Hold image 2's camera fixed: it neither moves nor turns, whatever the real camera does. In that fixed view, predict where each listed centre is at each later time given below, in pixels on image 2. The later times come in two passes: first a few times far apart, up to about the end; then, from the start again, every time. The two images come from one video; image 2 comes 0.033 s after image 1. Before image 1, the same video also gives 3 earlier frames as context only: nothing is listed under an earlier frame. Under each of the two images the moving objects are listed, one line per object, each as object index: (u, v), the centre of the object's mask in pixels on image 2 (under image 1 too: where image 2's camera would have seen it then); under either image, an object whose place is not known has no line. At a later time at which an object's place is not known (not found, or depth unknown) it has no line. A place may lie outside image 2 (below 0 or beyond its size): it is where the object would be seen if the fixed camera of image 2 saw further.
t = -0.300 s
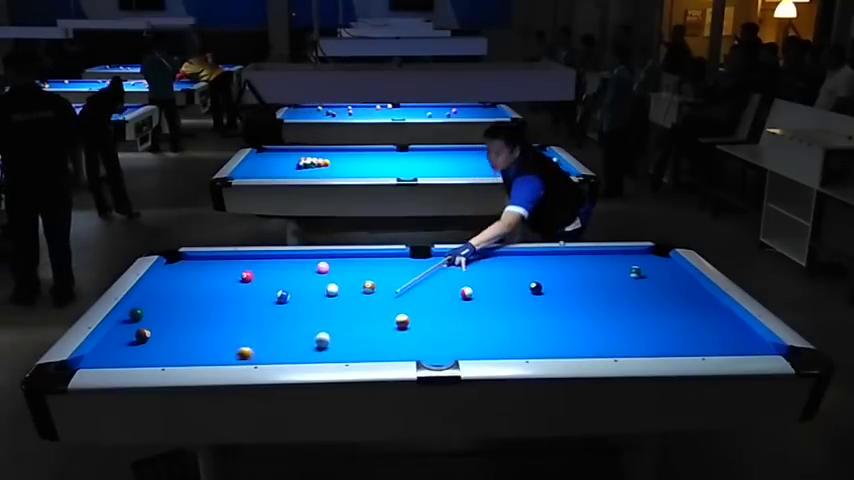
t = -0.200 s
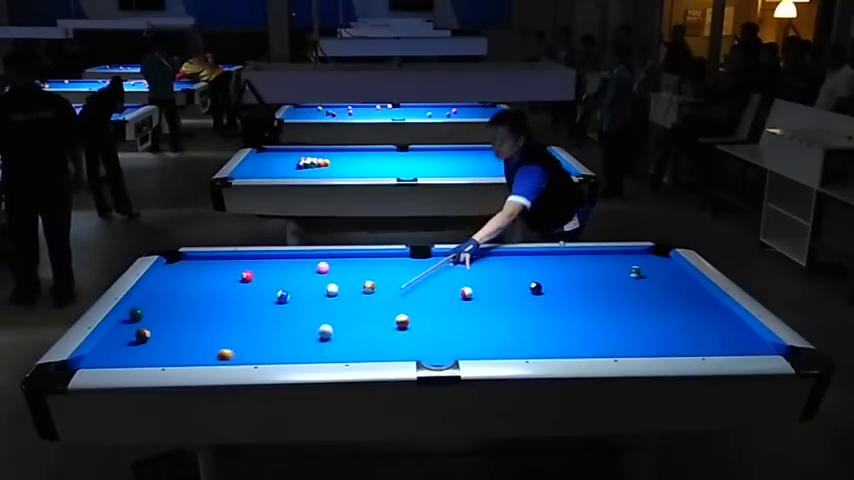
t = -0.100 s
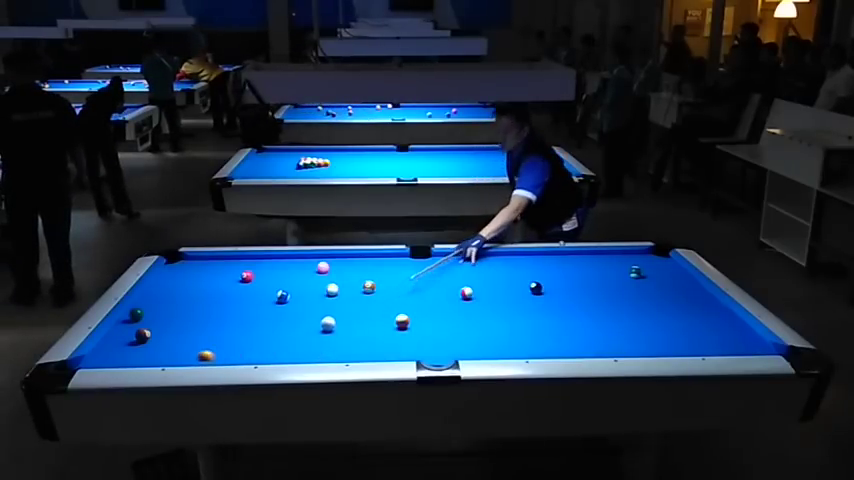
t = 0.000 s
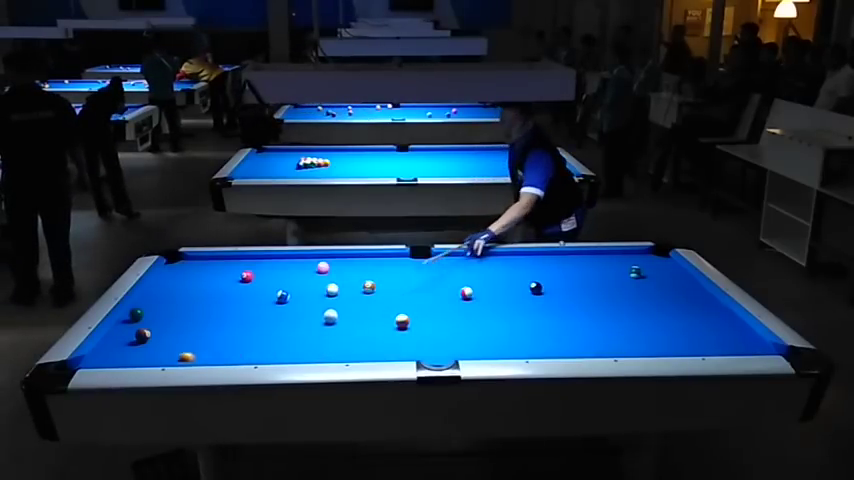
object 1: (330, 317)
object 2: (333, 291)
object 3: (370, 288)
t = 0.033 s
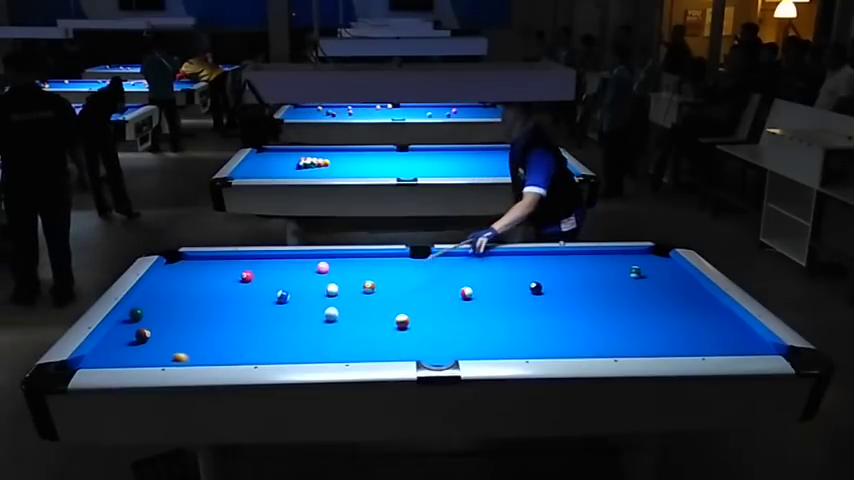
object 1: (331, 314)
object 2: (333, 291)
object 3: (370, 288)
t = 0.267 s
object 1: (336, 298)
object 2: (332, 288)
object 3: (370, 288)
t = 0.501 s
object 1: (347, 290)
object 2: (327, 284)
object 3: (370, 288)
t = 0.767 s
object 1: (358, 284)
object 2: (320, 278)
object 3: (374, 288)
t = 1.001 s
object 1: (361, 280)
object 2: (315, 273)
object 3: (381, 289)
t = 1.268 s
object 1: (364, 276)
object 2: (311, 268)
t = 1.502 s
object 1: (366, 273)
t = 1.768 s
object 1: (369, 270)
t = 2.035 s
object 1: (371, 267)
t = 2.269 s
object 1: (372, 265)
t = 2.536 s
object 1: (373, 263)
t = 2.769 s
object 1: (374, 262)
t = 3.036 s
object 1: (375, 260)
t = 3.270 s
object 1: (376, 259)
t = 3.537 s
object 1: (377, 259)
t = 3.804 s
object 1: (377, 259)
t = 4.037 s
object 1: (377, 259)
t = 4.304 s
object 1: (377, 259)
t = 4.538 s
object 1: (377, 259)
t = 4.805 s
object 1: (377, 259)
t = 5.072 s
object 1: (377, 259)
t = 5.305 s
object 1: (377, 259)
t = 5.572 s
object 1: (377, 259)
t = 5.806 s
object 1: (377, 259)
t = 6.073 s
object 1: (377, 259)
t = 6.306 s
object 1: (377, 259)
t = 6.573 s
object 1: (377, 259)
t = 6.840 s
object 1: (377, 259)
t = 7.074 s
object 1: (377, 259)
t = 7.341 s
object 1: (377, 259)
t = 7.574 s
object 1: (377, 259)
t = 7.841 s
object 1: (377, 259)
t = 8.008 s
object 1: (377, 259)
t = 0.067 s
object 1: (332, 311)
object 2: (332, 288)
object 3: (370, 288)
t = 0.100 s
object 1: (333, 309)
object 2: (332, 288)
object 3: (370, 288)
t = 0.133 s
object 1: (333, 307)
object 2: (332, 288)
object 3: (370, 288)
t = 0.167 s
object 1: (334, 305)
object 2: (332, 288)
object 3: (370, 288)
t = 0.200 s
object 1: (335, 303)
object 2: (332, 288)
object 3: (370, 288)
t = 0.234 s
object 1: (335, 301)
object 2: (332, 288)
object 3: (370, 288)
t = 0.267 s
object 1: (336, 298)
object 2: (332, 288)
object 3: (370, 288)
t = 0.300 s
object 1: (337, 297)
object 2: (331, 287)
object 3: (370, 288)
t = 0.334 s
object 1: (338, 295)
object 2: (331, 288)
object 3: (370, 288)
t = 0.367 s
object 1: (339, 293)
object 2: (330, 287)
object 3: (370, 288)
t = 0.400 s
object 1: (341, 292)
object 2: (330, 287)
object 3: (370, 288)
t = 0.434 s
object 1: (343, 292)
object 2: (329, 286)
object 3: (370, 288)
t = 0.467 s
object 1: (345, 291)
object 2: (328, 285)
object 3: (370, 288)
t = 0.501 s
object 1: (347, 290)
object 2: (327, 284)
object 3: (370, 288)
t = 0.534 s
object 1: (349, 289)
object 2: (326, 283)
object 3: (370, 288)
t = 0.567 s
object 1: (351, 288)
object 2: (325, 282)
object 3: (370, 288)
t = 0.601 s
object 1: (353, 288)
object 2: (324, 282)
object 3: (370, 288)
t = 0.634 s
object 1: (355, 287)
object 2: (323, 281)
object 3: (370, 288)
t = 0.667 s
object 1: (356, 286)
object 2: (323, 280)
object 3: (371, 288)
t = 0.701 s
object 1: (356, 286)
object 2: (322, 280)
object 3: (372, 288)
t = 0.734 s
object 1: (357, 285)
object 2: (321, 279)
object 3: (373, 288)
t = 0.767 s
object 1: (358, 284)
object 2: (320, 278)
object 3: (374, 288)
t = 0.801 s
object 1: (358, 284)
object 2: (319, 277)
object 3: (375, 288)
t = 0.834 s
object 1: (358, 283)
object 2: (319, 277)
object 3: (376, 288)
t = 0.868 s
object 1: (359, 283)
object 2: (318, 276)
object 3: (378, 289)
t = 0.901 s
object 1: (359, 282)
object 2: (317, 275)
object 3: (379, 289)
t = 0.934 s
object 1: (360, 281)
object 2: (317, 275)
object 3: (380, 289)
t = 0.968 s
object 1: (360, 281)
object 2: (316, 274)
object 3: (381, 289)
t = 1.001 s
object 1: (361, 280)
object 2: (315, 273)
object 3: (381, 289)
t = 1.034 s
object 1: (361, 280)
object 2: (315, 272)
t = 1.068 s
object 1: (361, 279)
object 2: (314, 272)
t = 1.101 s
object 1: (362, 279)
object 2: (313, 271)
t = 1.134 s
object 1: (362, 278)
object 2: (313, 271)
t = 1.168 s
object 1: (363, 278)
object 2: (312, 270)
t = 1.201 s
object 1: (363, 277)
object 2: (311, 270)
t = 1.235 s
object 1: (364, 277)
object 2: (311, 269)
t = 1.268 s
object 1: (364, 276)
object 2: (311, 268)
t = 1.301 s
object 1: (364, 276)
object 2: (310, 268)
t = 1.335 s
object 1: (365, 275)
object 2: (310, 267)
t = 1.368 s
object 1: (365, 275)
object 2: (309, 266)
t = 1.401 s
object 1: (365, 274)
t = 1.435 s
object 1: (366, 274)
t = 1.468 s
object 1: (366, 274)
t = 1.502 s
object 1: (366, 273)
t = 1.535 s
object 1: (367, 273)
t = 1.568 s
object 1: (367, 272)
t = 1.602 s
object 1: (367, 272)
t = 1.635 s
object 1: (368, 271)
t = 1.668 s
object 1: (368, 271)
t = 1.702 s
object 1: (368, 271)
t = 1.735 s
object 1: (369, 270)
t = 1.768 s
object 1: (369, 270)
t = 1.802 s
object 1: (369, 270)
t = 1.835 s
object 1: (369, 269)
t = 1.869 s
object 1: (370, 269)
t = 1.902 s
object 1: (370, 268)
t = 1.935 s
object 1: (370, 268)
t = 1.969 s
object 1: (370, 268)
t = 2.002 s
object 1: (370, 267)
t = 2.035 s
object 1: (371, 267)
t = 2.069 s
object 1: (371, 267)
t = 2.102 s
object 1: (371, 266)
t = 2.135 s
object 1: (371, 266)
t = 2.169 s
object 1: (372, 266)
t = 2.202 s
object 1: (372, 265)
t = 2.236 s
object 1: (372, 265)
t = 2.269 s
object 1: (372, 265)
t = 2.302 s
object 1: (372, 265)
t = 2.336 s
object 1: (372, 264)
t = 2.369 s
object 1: (373, 264)
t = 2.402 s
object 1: (373, 264)
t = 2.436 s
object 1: (373, 264)
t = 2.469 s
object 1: (373, 264)
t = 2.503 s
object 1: (373, 263)
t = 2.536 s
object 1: (373, 263)
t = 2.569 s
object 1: (374, 263)
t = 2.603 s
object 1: (374, 263)
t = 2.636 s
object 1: (374, 262)
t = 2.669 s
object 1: (374, 262)
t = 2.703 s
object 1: (374, 262)
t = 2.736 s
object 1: (374, 262)
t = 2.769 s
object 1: (374, 262)
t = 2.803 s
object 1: (374, 261)
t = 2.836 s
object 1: (375, 261)
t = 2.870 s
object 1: (375, 261)
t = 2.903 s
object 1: (375, 261)
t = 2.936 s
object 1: (375, 261)
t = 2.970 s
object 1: (375, 260)
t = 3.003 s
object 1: (375, 260)
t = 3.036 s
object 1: (375, 260)
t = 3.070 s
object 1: (376, 260)
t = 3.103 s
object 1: (376, 260)
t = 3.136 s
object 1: (376, 260)
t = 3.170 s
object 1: (376, 260)
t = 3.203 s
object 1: (376, 260)
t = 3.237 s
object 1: (376, 260)
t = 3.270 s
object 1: (376, 259)
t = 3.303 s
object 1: (376, 259)
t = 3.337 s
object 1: (376, 259)
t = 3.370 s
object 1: (376, 259)
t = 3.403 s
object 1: (376, 259)
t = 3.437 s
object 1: (376, 259)
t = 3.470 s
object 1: (376, 259)
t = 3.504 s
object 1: (377, 259)
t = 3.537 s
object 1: (377, 259)
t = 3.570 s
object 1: (377, 259)
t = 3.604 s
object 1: (377, 259)
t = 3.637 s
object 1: (377, 259)
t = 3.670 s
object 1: (377, 259)
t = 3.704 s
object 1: (377, 259)
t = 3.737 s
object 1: (377, 259)
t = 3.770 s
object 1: (377, 259)
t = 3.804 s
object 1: (377, 259)
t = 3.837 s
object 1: (377, 259)
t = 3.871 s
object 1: (377, 259)
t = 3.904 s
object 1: (377, 259)
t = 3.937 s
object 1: (377, 259)
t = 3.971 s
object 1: (377, 259)
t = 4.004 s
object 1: (377, 259)
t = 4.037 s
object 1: (377, 259)
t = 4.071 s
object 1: (377, 259)
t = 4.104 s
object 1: (377, 259)
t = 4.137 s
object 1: (377, 259)
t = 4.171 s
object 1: (377, 259)
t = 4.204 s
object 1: (377, 259)
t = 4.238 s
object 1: (377, 259)
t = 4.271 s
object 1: (377, 259)
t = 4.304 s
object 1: (377, 259)
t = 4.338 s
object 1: (377, 259)
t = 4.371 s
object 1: (377, 259)
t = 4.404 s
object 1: (377, 259)
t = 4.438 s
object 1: (377, 259)
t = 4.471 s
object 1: (377, 259)
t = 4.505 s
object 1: (377, 259)
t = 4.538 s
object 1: (377, 259)
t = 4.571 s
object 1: (377, 259)
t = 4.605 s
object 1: (377, 259)
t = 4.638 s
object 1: (377, 259)
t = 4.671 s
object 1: (377, 259)
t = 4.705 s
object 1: (377, 259)
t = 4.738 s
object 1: (377, 259)
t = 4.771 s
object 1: (377, 259)
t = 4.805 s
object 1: (377, 259)
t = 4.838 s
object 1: (377, 259)
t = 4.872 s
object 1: (377, 259)
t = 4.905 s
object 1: (377, 259)
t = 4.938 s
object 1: (377, 259)
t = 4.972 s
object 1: (377, 259)
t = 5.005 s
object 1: (377, 259)
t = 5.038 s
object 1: (377, 259)
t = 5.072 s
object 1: (377, 259)
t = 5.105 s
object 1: (377, 259)
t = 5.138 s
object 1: (377, 259)
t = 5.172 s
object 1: (377, 259)
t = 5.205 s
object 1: (377, 259)
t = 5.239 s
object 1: (377, 259)
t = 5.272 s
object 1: (377, 259)
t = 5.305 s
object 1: (377, 259)
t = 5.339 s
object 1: (377, 259)
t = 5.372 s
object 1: (377, 259)
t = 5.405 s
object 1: (377, 259)
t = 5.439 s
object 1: (377, 259)
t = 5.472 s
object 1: (377, 259)
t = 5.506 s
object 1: (377, 259)
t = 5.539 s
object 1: (377, 259)
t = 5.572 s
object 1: (377, 259)
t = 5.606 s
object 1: (377, 259)
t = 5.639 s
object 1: (377, 259)
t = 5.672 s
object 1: (377, 259)
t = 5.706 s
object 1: (377, 259)
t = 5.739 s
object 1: (377, 259)
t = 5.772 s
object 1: (377, 259)
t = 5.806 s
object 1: (377, 259)
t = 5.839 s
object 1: (377, 259)
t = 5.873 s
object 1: (377, 259)
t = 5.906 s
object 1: (377, 259)
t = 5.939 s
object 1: (377, 259)
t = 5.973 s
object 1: (377, 259)
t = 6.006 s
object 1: (377, 259)
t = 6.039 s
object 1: (377, 259)
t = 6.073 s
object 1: (377, 259)
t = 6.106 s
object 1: (377, 259)
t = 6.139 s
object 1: (377, 259)
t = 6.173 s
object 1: (377, 259)
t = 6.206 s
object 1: (377, 259)
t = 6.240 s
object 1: (377, 259)
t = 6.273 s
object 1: (377, 259)
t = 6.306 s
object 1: (377, 259)
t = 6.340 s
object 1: (377, 259)
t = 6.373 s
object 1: (377, 259)
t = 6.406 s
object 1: (377, 259)
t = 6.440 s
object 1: (377, 259)
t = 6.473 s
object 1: (377, 259)
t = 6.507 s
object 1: (377, 259)
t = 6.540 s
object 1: (377, 259)
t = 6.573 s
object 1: (377, 259)
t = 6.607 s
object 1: (377, 259)
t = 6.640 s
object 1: (377, 259)
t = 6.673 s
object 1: (377, 259)
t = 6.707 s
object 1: (377, 259)
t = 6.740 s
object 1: (377, 259)
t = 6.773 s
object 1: (377, 259)
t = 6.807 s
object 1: (377, 259)
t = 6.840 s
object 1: (377, 259)
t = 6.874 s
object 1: (377, 259)
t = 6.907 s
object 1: (377, 259)
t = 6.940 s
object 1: (377, 259)
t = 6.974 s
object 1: (377, 259)
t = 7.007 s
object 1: (377, 259)
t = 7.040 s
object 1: (377, 259)
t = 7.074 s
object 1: (377, 259)
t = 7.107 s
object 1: (377, 259)
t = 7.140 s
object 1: (377, 259)
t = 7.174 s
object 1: (377, 259)
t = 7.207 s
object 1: (377, 259)
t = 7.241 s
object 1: (377, 259)
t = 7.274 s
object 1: (377, 259)
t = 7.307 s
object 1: (377, 259)
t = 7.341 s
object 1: (377, 259)
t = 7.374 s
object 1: (377, 259)
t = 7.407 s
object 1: (377, 259)
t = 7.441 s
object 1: (377, 259)
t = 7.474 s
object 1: (377, 259)
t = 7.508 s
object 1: (377, 259)
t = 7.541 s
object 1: (377, 259)
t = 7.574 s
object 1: (377, 259)
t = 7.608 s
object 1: (377, 259)
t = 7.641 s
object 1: (377, 259)
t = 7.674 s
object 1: (377, 259)
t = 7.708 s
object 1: (377, 259)
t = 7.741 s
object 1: (377, 259)
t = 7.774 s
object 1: (377, 259)
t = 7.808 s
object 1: (377, 259)
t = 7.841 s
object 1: (377, 259)
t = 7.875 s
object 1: (377, 259)
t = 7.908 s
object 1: (377, 259)
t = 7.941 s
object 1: (377, 259)
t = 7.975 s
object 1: (377, 259)
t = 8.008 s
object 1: (377, 259)
